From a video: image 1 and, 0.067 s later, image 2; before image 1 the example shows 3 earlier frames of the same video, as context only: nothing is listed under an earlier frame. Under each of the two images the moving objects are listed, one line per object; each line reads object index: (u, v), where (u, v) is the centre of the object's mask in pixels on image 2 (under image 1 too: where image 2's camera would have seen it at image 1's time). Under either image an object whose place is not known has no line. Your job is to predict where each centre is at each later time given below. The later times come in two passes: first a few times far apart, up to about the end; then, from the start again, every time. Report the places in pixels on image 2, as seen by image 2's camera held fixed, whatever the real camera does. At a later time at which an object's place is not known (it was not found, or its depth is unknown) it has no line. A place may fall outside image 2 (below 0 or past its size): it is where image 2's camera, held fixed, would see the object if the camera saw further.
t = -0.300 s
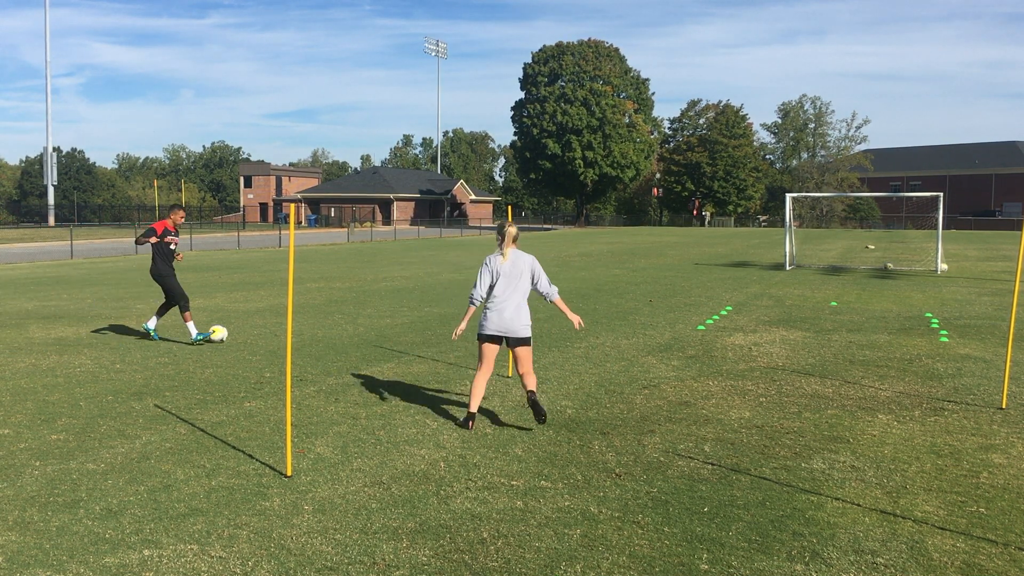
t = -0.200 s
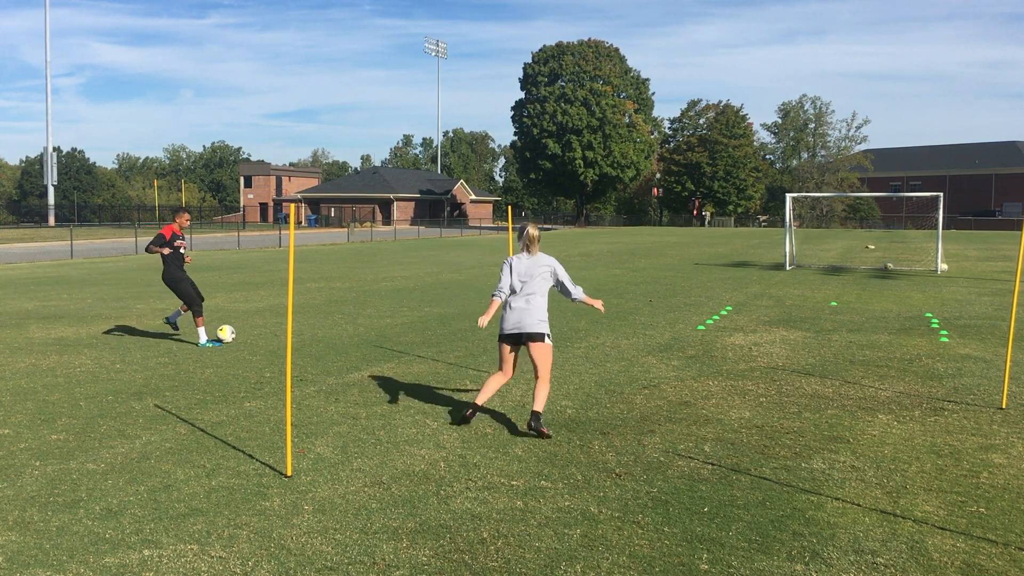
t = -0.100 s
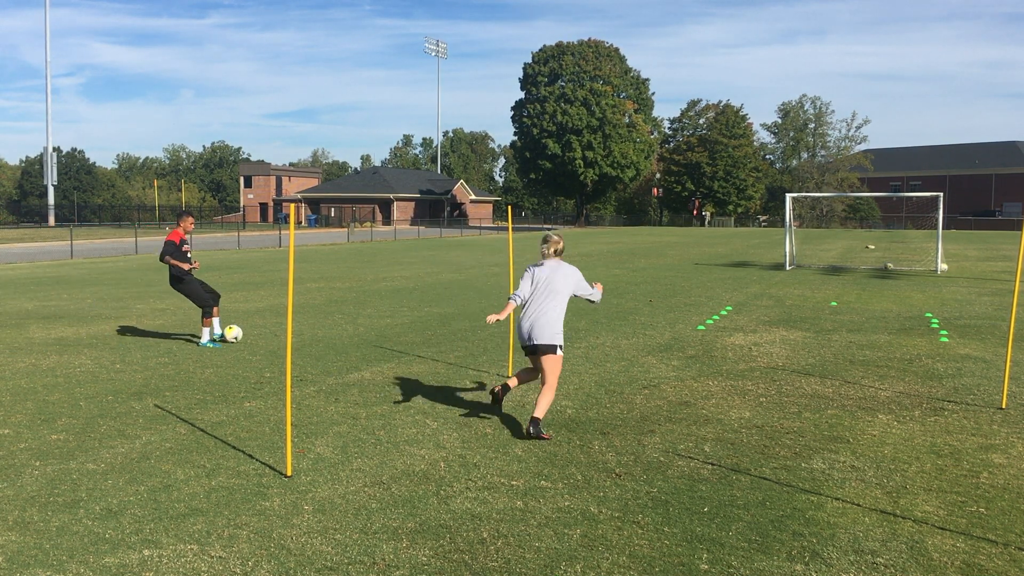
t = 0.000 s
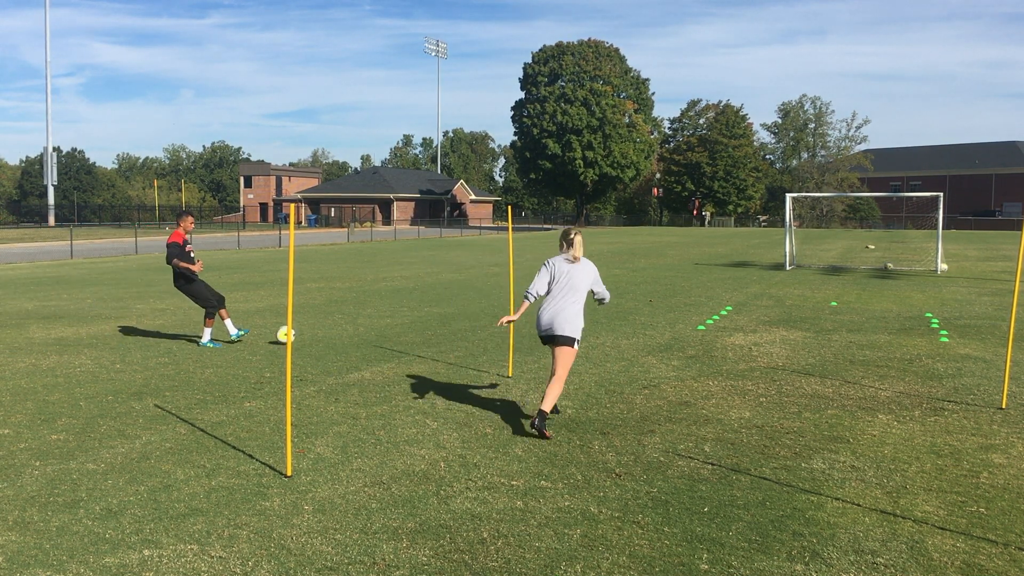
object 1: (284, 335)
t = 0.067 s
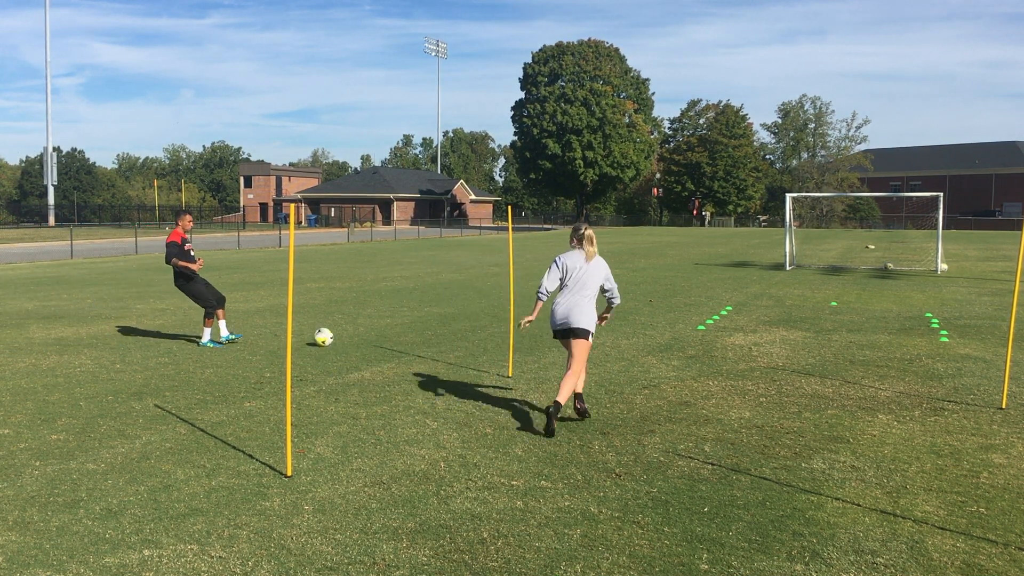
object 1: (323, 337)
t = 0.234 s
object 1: (414, 342)
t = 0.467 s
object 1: (525, 348)
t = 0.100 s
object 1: (342, 338)
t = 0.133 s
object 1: (360, 339)
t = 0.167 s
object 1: (378, 340)
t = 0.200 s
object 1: (396, 341)
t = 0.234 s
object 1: (414, 342)
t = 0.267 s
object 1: (431, 343)
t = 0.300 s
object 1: (448, 344)
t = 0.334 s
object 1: (464, 344)
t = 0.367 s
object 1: (479, 345)
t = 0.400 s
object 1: (495, 346)
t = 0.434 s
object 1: (510, 347)
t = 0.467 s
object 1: (525, 348)
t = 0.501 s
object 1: (540, 349)
